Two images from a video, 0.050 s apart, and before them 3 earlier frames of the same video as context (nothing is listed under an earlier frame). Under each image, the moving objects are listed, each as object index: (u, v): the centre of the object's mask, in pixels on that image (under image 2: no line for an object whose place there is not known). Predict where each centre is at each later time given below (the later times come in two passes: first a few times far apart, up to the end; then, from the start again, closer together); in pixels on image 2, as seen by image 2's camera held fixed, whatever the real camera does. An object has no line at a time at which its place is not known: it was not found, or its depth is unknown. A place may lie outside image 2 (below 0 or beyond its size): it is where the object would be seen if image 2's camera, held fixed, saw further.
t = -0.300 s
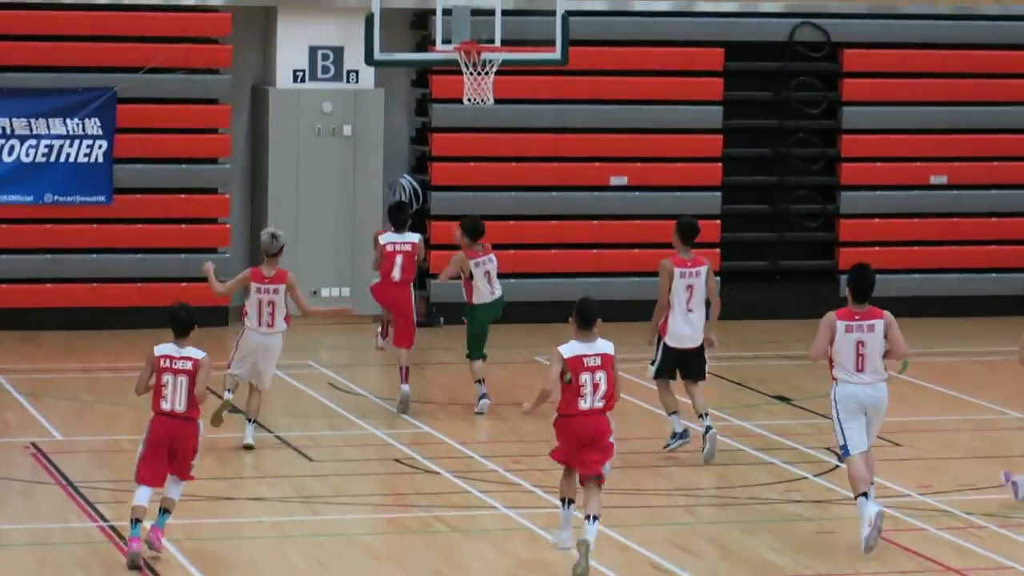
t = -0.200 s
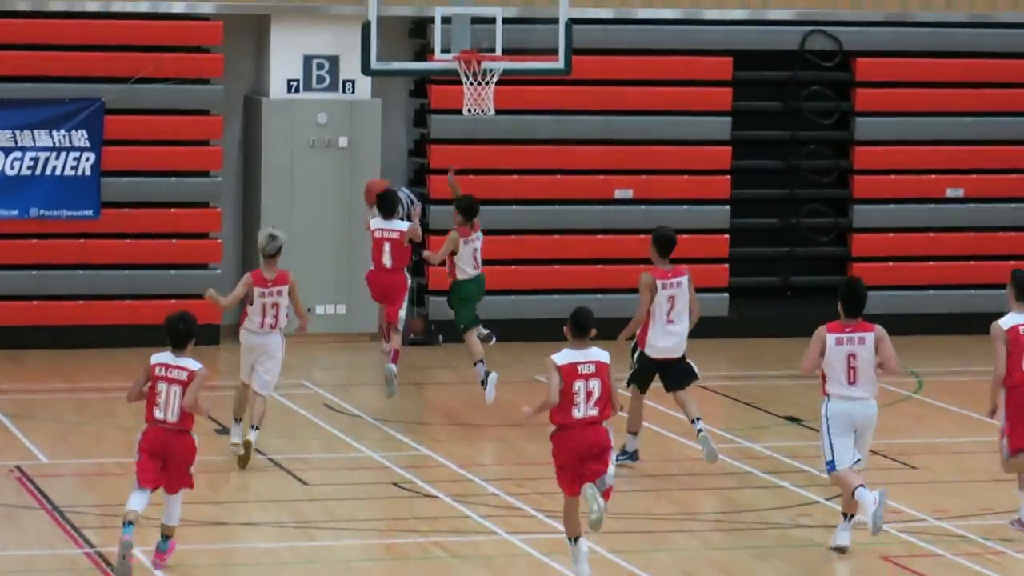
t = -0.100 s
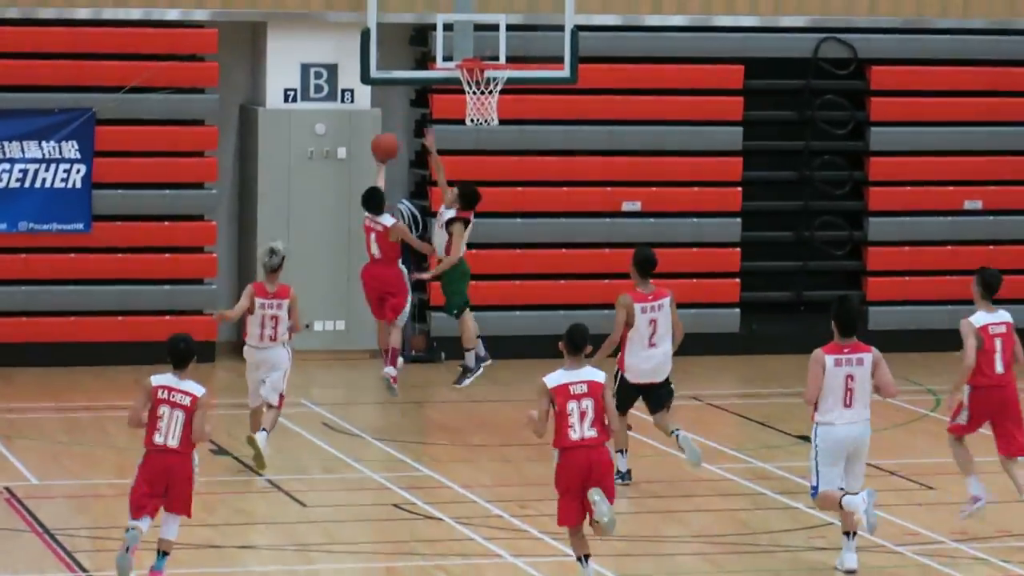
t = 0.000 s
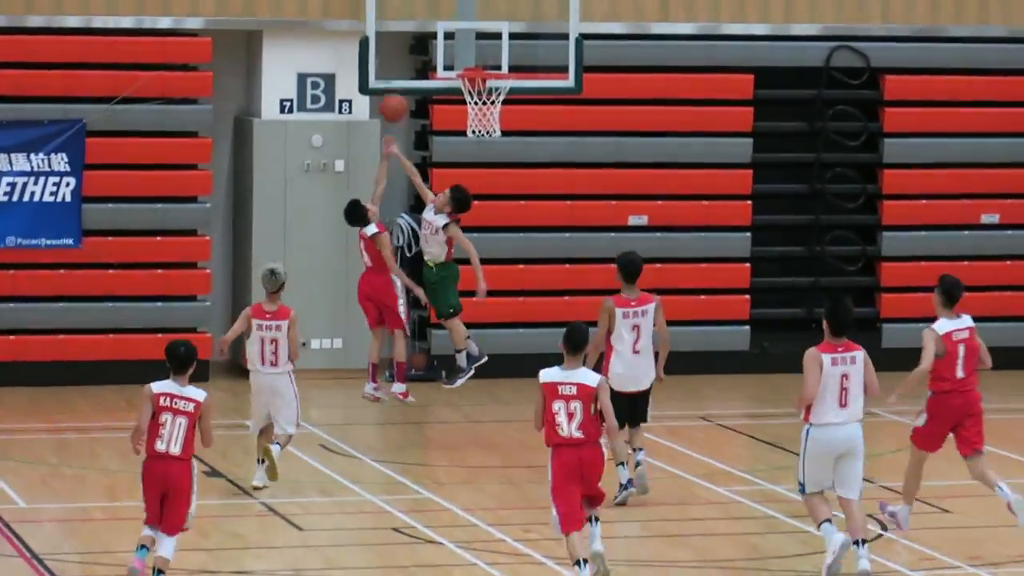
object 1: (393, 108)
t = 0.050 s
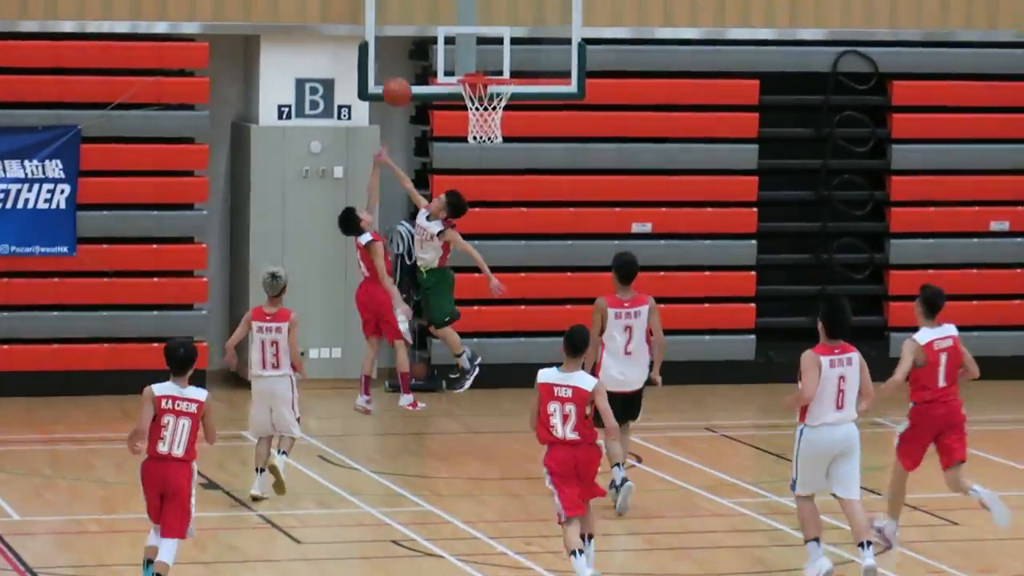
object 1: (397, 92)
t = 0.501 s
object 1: (443, 33)
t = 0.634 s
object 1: (458, 63)
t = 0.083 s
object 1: (399, 78)
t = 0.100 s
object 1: (401, 73)
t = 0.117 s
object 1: (402, 68)
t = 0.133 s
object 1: (403, 61)
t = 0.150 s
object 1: (404, 57)
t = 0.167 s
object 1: (405, 53)
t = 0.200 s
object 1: (409, 44)
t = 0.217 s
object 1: (410, 42)
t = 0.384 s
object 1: (429, 25)
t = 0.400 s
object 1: (431, 25)
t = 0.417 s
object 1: (433, 26)
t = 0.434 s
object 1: (435, 26)
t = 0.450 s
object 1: (437, 27)
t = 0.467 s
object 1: (439, 28)
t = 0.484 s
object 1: (441, 31)
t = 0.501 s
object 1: (443, 33)
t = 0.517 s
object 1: (445, 35)
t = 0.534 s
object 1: (447, 38)
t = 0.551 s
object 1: (449, 41)
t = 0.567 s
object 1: (451, 45)
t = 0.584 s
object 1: (452, 49)
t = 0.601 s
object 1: (454, 53)
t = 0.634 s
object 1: (458, 63)
